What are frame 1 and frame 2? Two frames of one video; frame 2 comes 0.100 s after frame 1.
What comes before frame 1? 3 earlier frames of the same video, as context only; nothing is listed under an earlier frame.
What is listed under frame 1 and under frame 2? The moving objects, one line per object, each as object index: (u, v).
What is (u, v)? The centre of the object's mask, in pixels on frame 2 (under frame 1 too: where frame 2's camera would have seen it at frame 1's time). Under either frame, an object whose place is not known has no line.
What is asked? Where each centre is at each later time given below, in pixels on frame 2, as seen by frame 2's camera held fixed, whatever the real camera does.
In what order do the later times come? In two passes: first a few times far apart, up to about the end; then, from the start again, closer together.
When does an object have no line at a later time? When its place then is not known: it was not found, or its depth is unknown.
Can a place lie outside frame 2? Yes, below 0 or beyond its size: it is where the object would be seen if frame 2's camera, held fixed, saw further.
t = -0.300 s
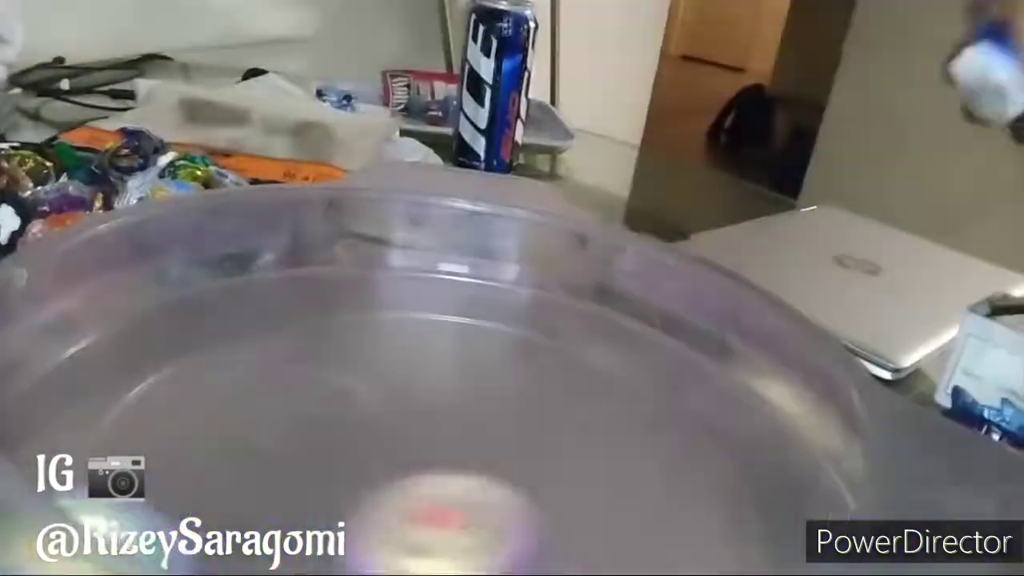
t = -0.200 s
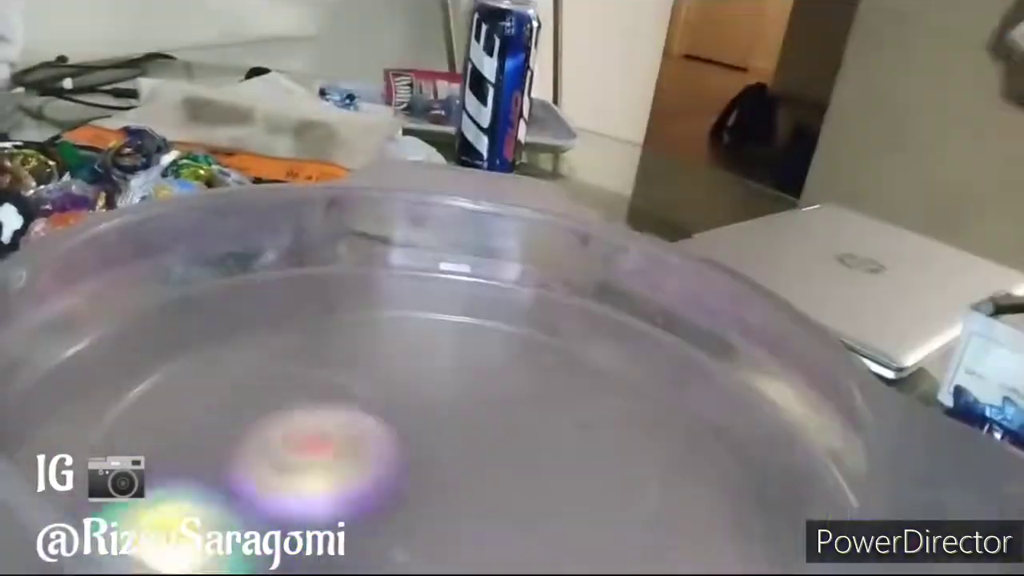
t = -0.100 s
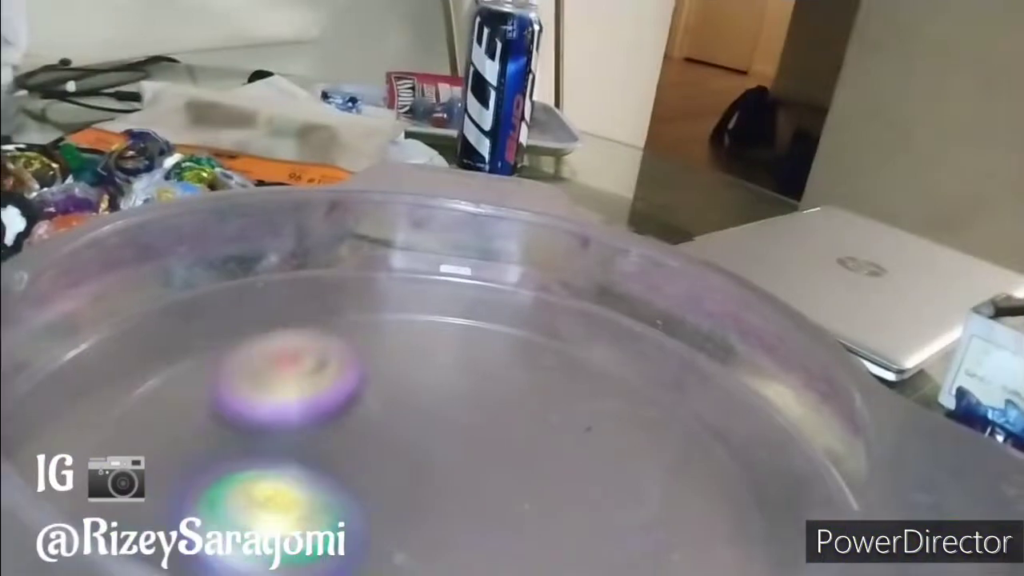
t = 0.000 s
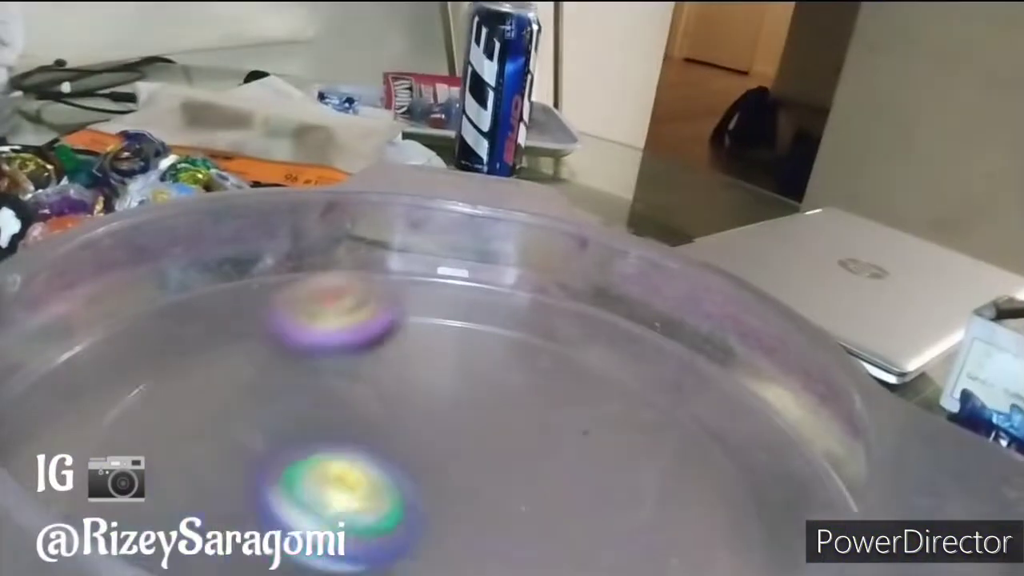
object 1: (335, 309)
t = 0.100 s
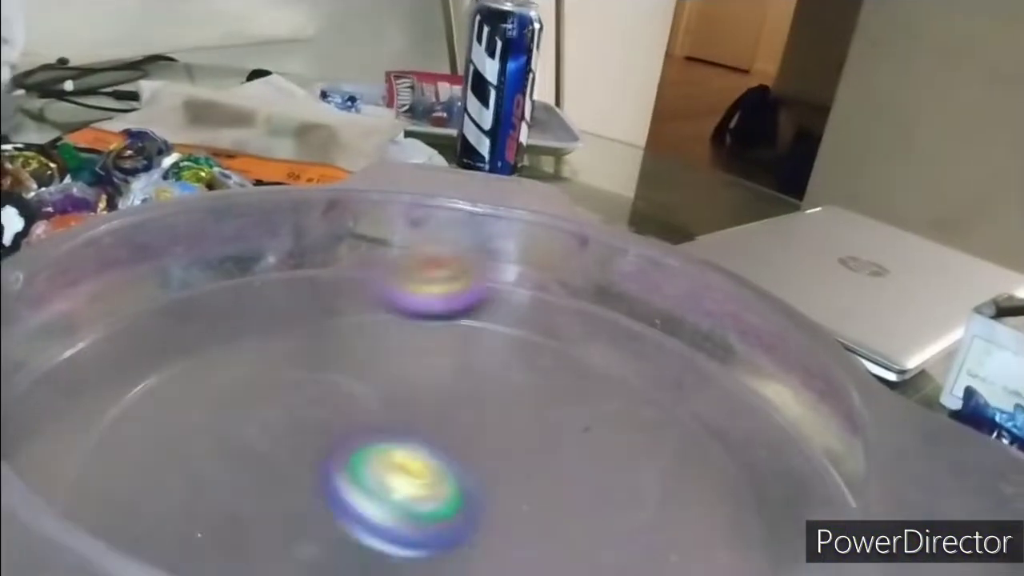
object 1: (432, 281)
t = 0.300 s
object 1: (636, 353)
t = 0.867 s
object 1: (378, 408)
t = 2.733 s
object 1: (296, 349)
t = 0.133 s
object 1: (471, 290)
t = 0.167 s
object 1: (507, 299)
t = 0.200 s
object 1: (540, 306)
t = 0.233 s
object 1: (576, 317)
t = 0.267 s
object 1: (607, 331)
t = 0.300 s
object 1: (636, 353)
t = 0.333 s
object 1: (657, 376)
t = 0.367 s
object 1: (668, 403)
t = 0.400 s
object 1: (673, 434)
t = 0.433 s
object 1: (663, 468)
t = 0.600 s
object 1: (566, 501)
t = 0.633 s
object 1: (532, 497)
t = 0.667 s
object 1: (501, 490)
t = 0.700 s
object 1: (468, 481)
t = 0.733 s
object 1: (438, 470)
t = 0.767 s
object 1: (413, 454)
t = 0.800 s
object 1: (394, 438)
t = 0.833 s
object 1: (382, 422)
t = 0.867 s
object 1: (378, 408)
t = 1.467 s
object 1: (270, 475)
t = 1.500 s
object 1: (260, 449)
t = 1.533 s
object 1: (262, 424)
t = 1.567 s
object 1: (274, 400)
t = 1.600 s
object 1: (292, 382)
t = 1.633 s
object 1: (312, 370)
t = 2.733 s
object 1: (296, 349)
